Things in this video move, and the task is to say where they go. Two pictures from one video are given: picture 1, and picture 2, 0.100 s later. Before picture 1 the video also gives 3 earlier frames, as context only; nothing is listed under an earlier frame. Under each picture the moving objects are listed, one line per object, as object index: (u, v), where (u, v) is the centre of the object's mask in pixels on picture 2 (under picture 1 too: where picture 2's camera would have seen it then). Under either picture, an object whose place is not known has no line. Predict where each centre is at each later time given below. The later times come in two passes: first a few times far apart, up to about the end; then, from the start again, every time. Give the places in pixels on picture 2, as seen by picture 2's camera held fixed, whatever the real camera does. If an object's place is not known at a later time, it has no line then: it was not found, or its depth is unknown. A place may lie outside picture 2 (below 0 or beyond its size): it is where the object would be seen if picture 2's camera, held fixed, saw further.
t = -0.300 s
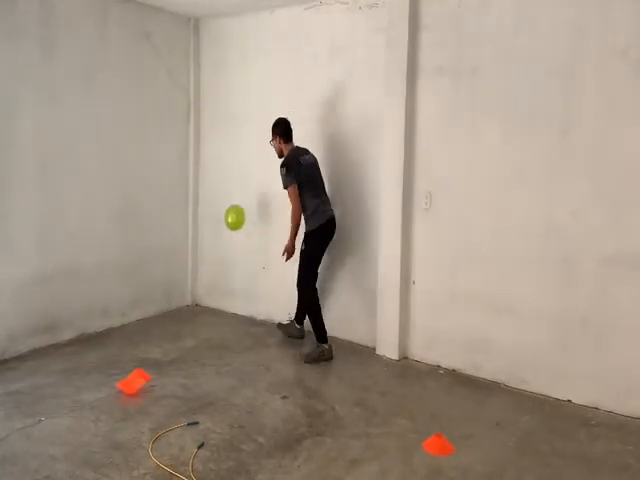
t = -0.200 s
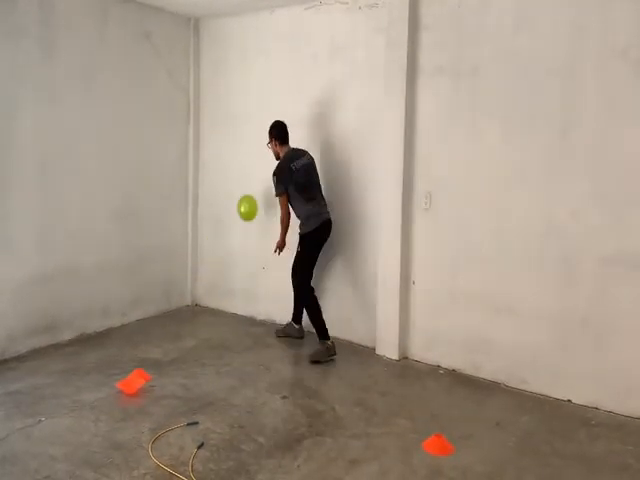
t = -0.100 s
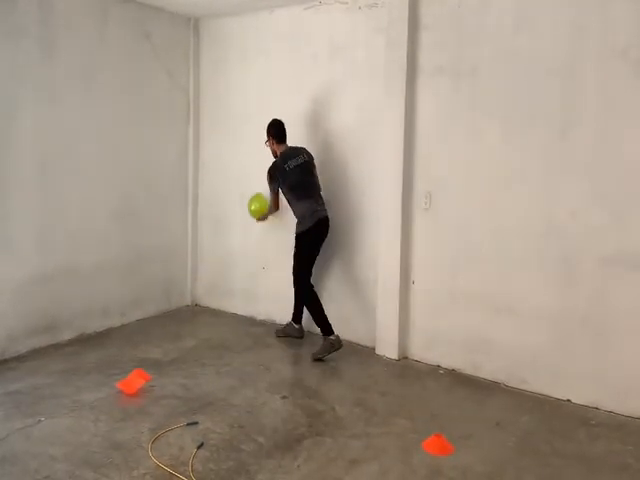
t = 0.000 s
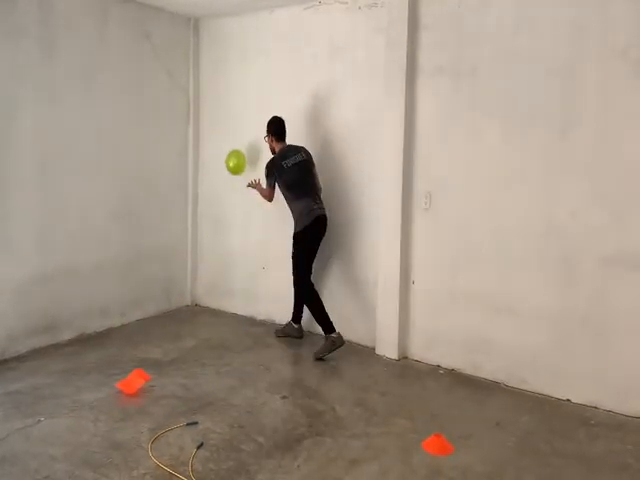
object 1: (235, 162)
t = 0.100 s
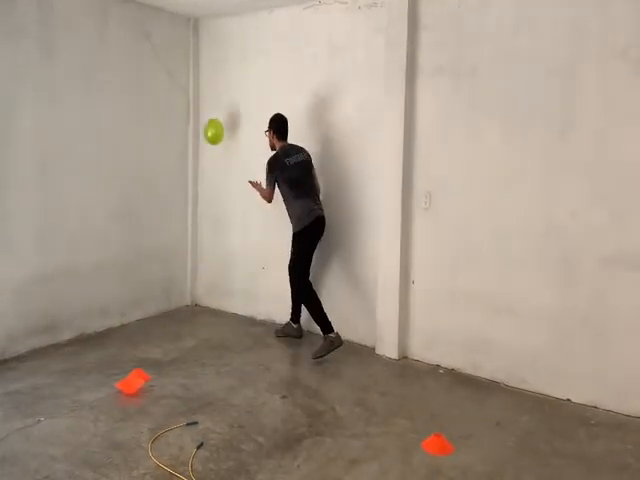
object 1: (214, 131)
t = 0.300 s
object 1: (177, 110)
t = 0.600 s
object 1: (218, 175)
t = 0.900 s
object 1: (247, 311)
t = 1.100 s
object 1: (257, 228)
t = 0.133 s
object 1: (206, 124)
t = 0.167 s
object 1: (199, 118)
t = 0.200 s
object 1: (193, 114)
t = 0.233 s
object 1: (186, 112)
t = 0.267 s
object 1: (180, 110)
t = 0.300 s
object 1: (177, 110)
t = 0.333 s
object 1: (182, 112)
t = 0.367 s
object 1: (186, 116)
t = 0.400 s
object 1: (191, 121)
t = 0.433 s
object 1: (195, 126)
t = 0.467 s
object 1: (199, 133)
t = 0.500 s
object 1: (204, 142)
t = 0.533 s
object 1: (209, 152)
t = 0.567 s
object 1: (214, 163)
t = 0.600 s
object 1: (218, 175)
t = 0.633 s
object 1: (222, 189)
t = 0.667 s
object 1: (226, 203)
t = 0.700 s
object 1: (229, 219)
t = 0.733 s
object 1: (232, 236)
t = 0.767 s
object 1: (235, 253)
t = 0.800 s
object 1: (239, 272)
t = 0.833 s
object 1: (242, 293)
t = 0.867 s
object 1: (245, 313)
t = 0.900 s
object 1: (247, 311)
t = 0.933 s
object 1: (249, 294)
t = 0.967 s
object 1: (250, 278)
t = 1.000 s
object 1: (252, 263)
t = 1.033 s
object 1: (254, 250)
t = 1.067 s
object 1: (255, 238)
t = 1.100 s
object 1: (257, 228)
